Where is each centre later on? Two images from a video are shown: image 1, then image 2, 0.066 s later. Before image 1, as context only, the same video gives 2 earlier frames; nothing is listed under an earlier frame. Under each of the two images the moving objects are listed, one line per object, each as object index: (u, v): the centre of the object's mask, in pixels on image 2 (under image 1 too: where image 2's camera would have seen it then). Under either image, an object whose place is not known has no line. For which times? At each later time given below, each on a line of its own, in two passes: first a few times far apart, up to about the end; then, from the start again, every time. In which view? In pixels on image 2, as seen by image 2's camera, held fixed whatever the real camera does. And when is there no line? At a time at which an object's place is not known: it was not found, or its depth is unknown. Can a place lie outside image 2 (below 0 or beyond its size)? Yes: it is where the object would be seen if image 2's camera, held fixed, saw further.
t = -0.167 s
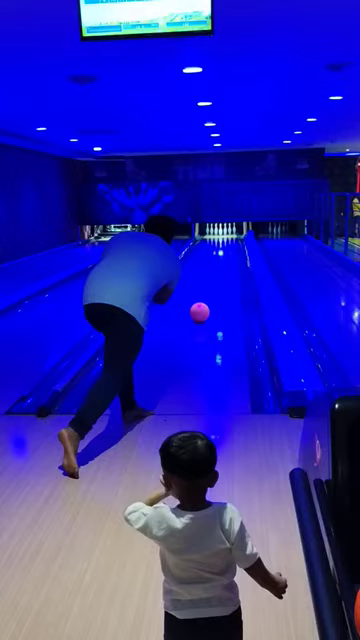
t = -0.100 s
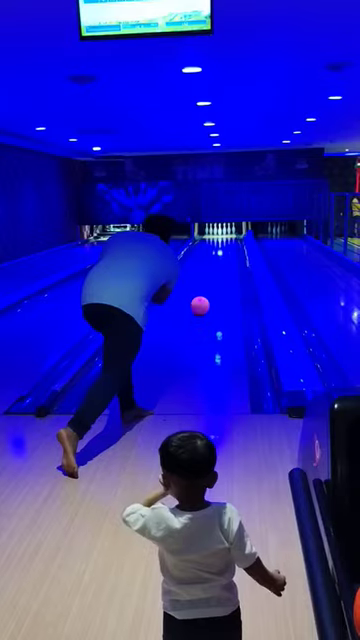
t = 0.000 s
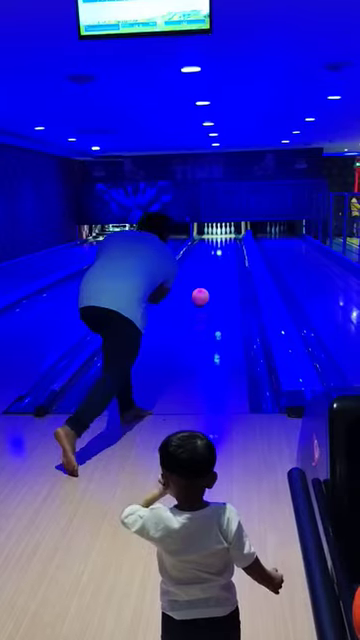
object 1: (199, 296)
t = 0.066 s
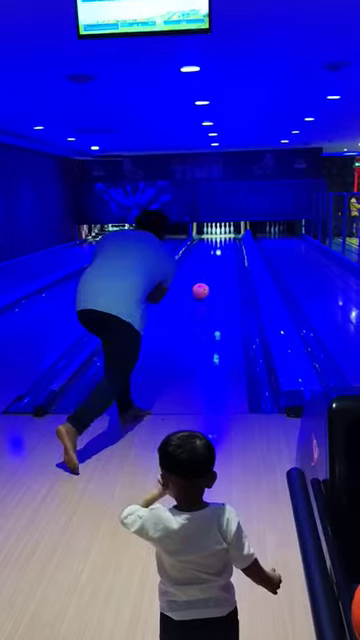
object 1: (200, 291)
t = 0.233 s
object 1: (202, 280)
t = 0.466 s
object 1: (204, 268)
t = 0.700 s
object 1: (206, 260)
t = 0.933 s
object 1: (206, 253)
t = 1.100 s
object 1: (207, 249)
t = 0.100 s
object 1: (201, 288)
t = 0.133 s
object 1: (201, 285)
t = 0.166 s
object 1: (201, 283)
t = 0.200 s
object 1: (202, 282)
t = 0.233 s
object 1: (202, 280)
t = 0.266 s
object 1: (202, 278)
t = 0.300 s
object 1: (203, 276)
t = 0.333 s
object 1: (203, 275)
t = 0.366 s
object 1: (203, 273)
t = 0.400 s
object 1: (204, 271)
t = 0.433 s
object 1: (204, 270)
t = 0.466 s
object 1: (204, 268)
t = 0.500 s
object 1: (204, 267)
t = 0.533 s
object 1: (204, 266)
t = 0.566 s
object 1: (205, 265)
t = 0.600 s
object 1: (205, 263)
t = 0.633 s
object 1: (205, 262)
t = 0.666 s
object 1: (205, 260)
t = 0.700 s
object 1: (206, 260)
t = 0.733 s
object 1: (205, 259)
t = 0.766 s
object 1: (206, 258)
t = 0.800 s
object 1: (206, 257)
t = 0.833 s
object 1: (206, 256)
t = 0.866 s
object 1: (206, 255)
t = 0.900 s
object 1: (206, 254)
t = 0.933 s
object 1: (206, 253)
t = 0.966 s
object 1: (206, 253)
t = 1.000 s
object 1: (206, 253)
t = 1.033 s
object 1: (206, 251)
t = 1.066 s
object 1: (207, 251)
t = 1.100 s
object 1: (207, 249)
